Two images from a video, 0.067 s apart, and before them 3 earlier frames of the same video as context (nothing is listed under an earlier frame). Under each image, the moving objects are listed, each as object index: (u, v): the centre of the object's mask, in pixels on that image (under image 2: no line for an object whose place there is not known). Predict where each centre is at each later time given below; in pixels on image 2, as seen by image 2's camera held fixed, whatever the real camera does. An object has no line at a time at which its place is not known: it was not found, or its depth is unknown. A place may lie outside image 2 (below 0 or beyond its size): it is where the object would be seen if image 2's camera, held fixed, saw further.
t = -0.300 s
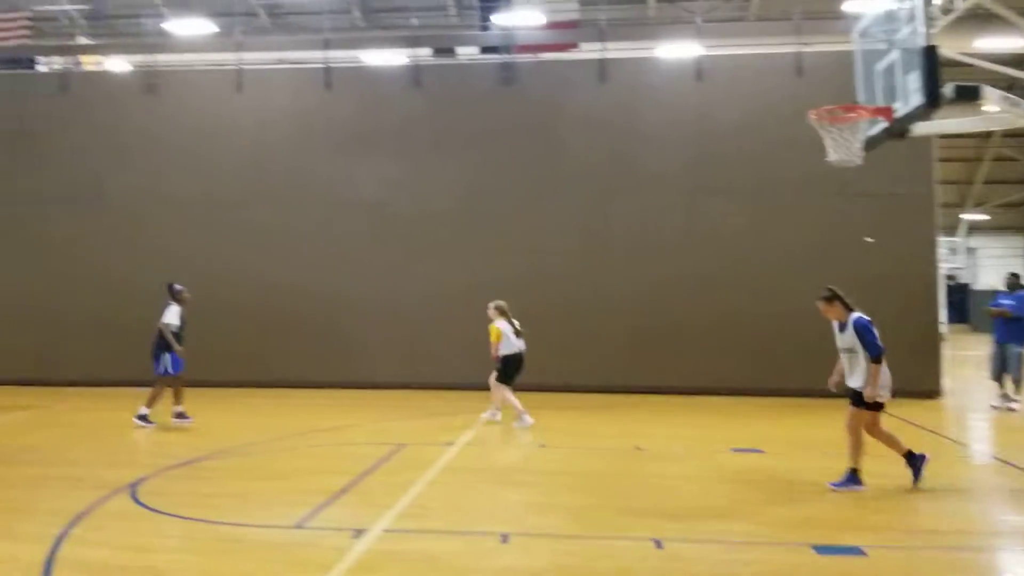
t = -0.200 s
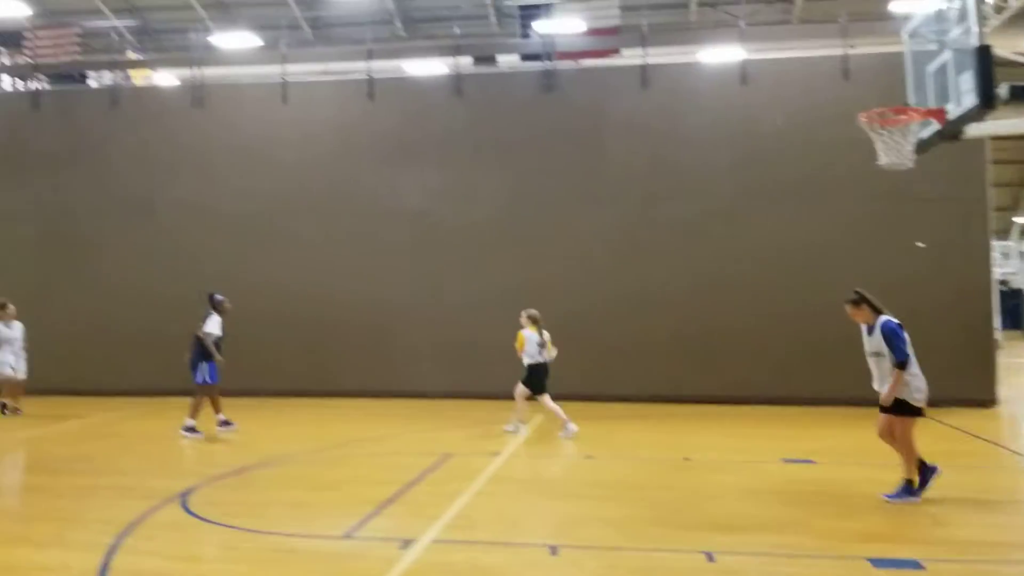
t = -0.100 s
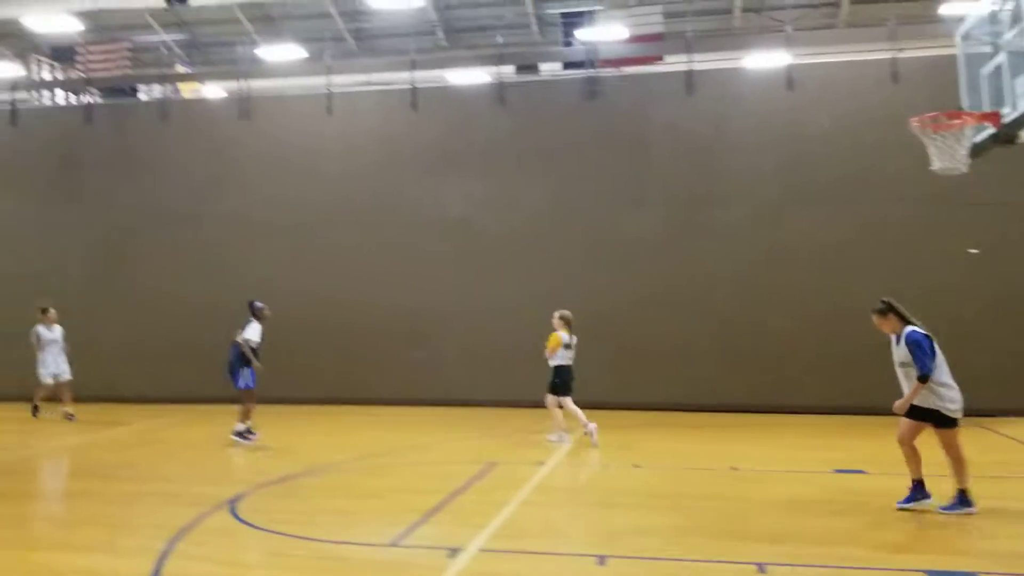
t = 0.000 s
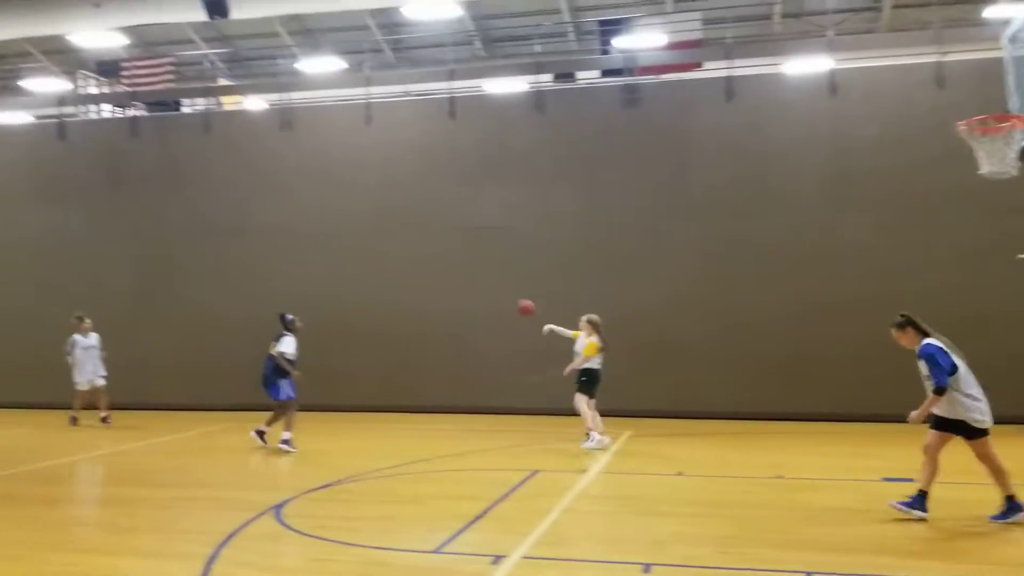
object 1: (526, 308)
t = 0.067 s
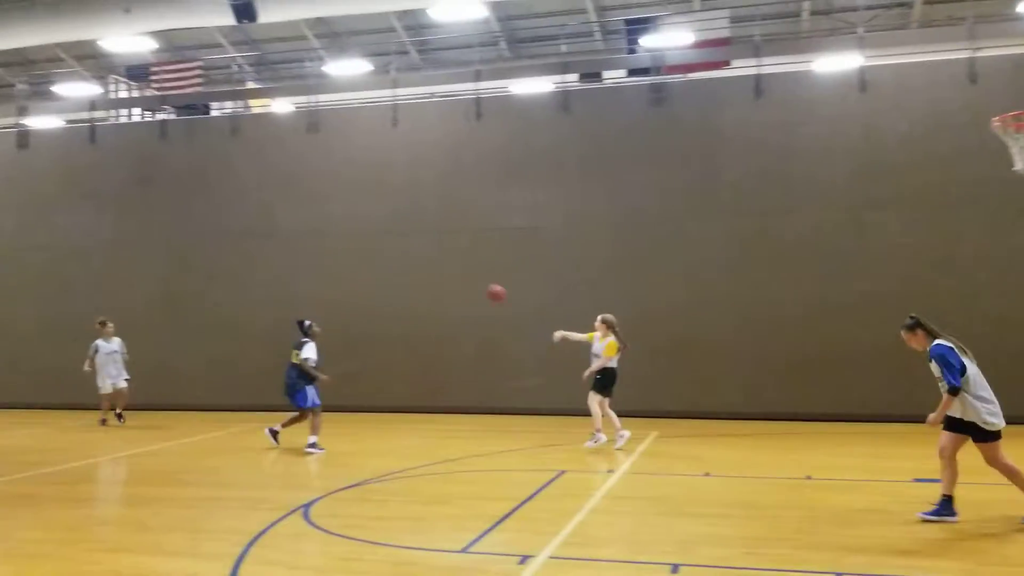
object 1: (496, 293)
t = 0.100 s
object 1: (469, 286)
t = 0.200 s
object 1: (392, 271)
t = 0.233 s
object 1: (367, 269)
